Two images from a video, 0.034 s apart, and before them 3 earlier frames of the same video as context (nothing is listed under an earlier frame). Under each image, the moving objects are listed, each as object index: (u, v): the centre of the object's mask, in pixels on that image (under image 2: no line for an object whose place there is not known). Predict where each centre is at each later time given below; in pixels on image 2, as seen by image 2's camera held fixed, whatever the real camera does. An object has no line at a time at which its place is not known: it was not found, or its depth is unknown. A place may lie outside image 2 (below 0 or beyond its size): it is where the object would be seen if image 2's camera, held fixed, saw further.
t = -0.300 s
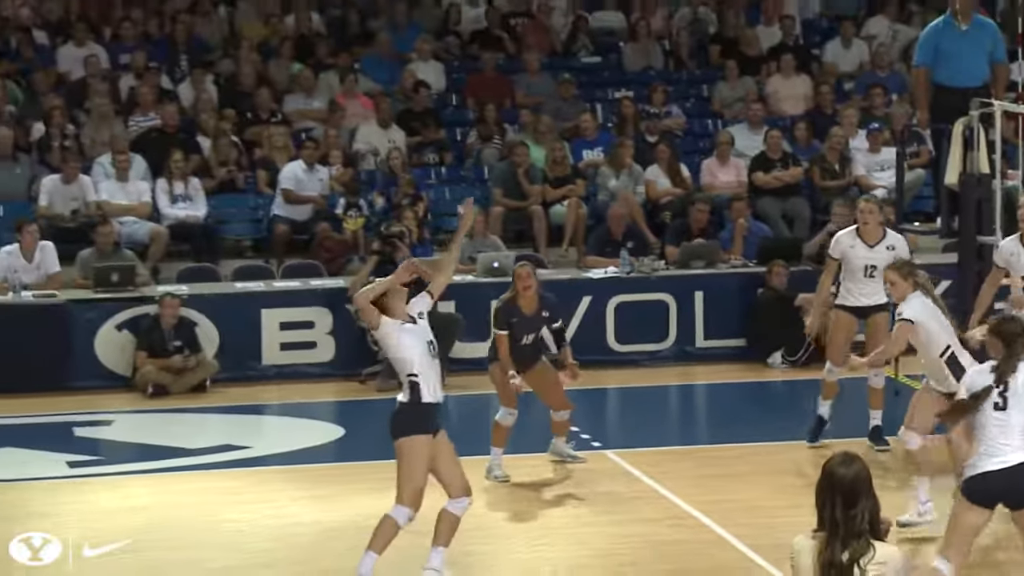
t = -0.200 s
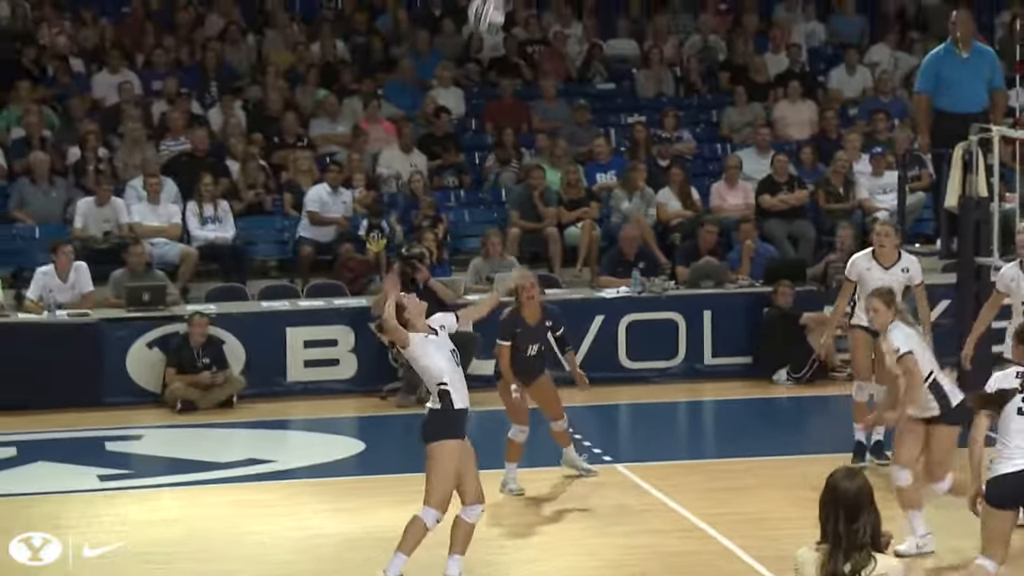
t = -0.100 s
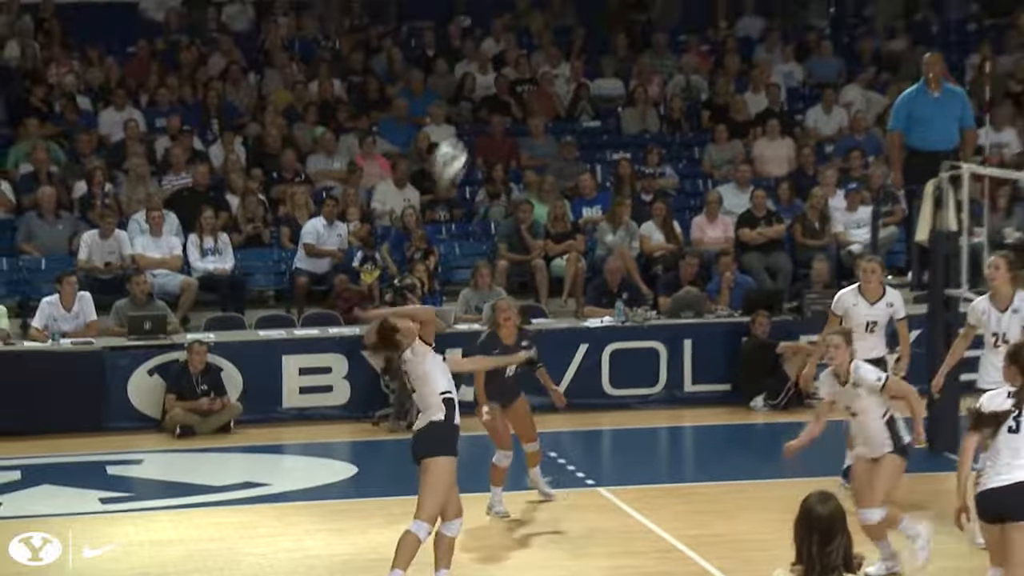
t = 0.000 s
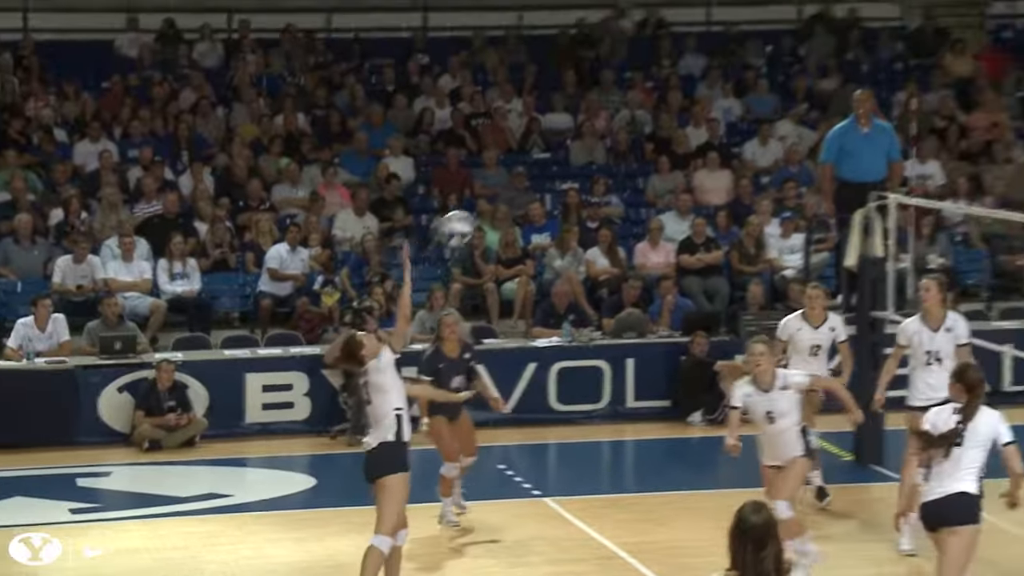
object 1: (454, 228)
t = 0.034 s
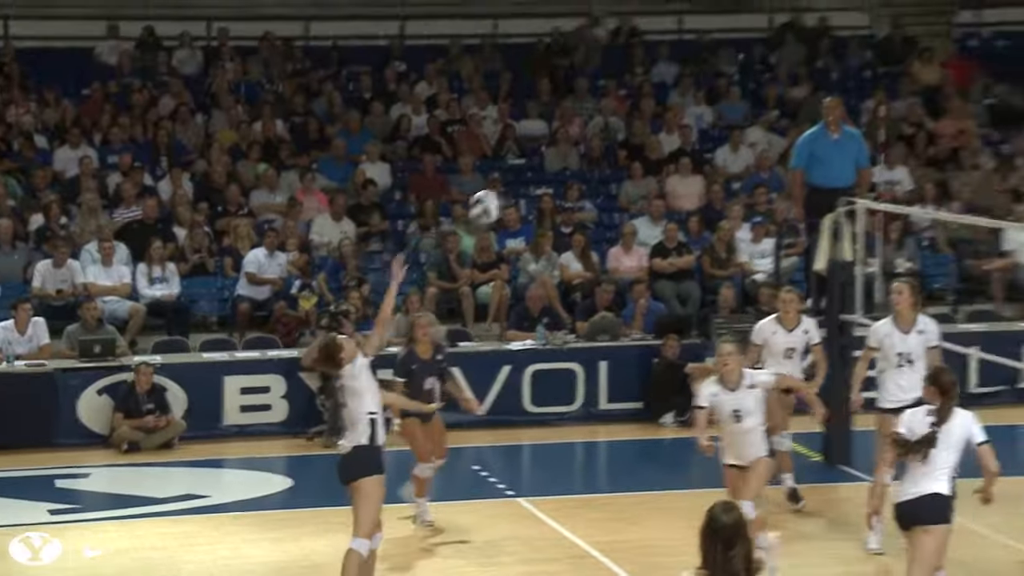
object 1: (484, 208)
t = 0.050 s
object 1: (512, 196)
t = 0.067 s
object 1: (537, 184)
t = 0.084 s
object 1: (564, 173)
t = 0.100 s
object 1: (590, 162)
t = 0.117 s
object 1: (614, 153)
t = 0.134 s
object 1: (639, 144)
